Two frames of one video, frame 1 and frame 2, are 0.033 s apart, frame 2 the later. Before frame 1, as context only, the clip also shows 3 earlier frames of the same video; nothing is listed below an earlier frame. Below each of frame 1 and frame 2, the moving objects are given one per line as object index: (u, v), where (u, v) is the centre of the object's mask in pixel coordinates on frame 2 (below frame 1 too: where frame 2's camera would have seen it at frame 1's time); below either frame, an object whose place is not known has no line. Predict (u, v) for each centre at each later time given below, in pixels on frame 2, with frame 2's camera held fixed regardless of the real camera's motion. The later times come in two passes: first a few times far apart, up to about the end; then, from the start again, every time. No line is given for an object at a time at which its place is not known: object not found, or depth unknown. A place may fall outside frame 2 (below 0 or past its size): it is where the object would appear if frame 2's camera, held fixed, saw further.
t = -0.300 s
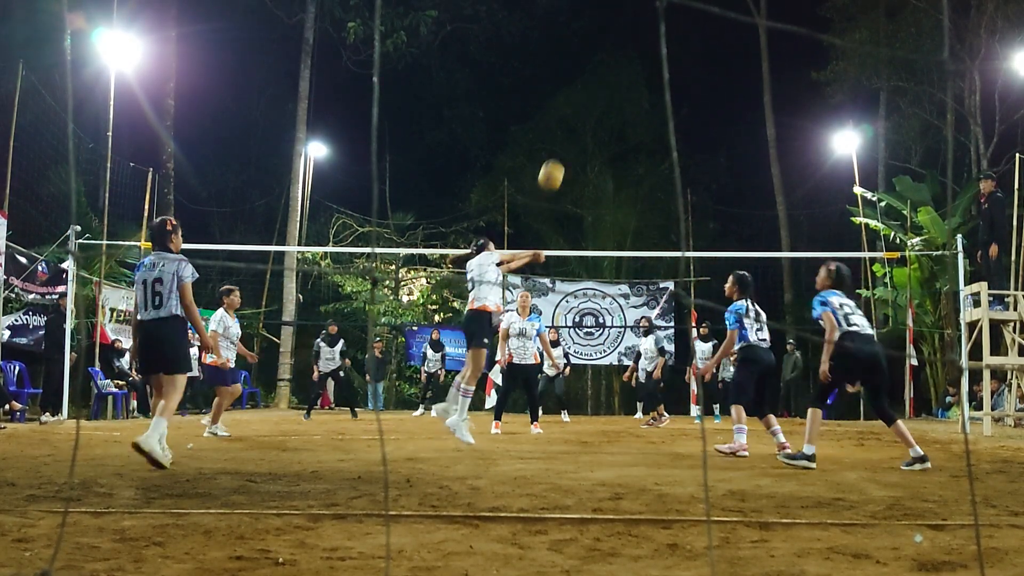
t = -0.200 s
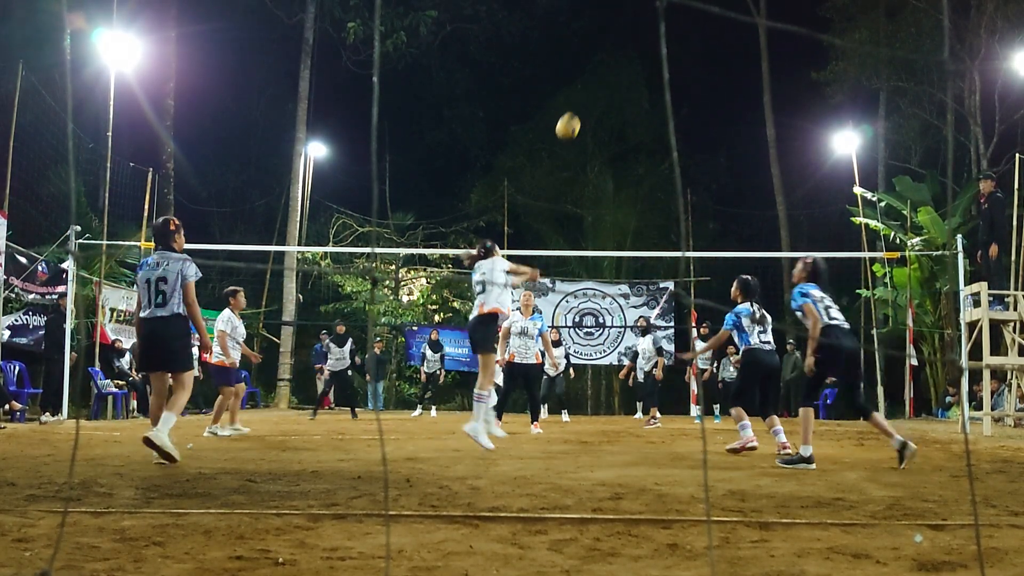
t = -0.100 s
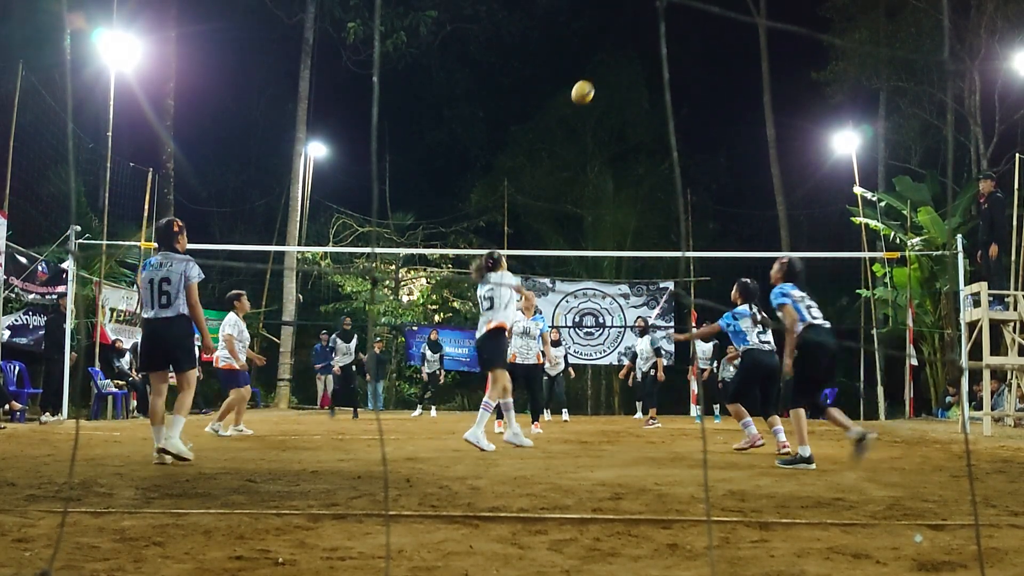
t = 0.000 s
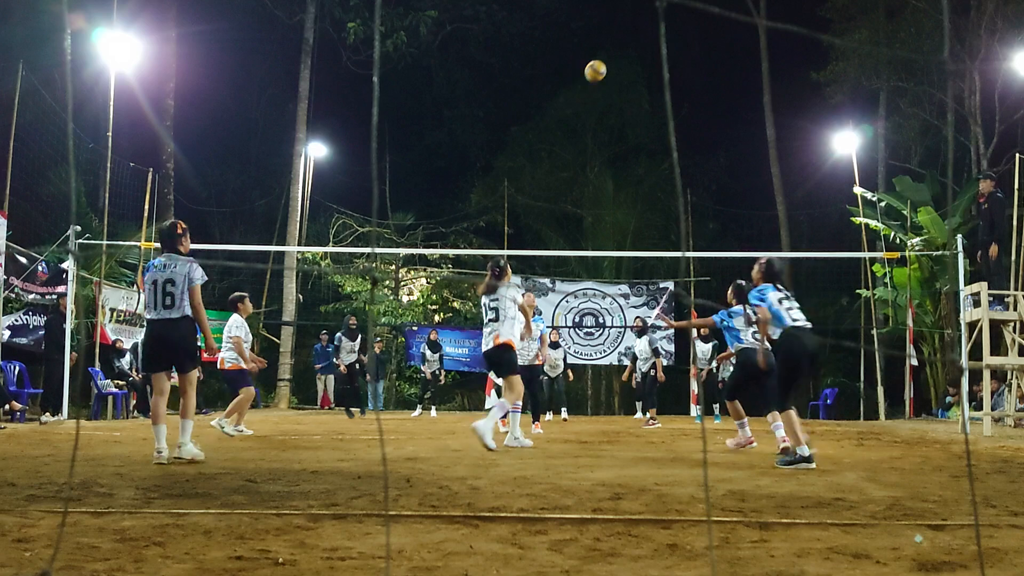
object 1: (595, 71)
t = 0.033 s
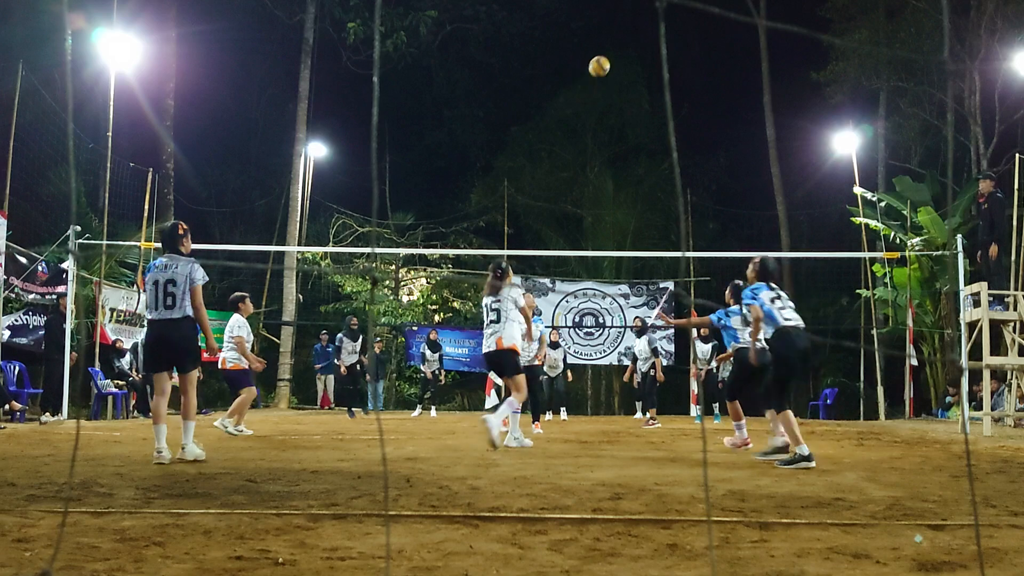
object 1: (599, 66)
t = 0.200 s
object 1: (617, 60)
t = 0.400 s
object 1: (634, 80)
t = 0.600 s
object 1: (648, 126)
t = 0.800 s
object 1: (658, 191)
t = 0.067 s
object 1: (603, 63)
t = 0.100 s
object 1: (606, 61)
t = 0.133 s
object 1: (610, 59)
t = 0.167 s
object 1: (613, 59)
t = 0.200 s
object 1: (617, 60)
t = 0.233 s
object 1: (620, 61)
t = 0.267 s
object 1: (623, 64)
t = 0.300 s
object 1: (626, 67)
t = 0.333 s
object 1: (629, 71)
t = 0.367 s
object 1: (631, 75)
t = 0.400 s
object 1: (634, 80)
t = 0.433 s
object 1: (637, 87)
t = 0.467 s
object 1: (639, 93)
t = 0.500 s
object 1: (642, 100)
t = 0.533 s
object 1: (644, 108)
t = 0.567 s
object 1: (646, 117)
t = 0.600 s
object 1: (648, 126)
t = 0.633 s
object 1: (650, 136)
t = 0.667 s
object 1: (652, 146)
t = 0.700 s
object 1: (653, 157)
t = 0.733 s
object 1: (655, 168)
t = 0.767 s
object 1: (657, 179)
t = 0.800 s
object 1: (658, 191)
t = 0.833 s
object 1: (660, 204)
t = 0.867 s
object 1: (662, 216)
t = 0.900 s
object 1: (663, 230)
